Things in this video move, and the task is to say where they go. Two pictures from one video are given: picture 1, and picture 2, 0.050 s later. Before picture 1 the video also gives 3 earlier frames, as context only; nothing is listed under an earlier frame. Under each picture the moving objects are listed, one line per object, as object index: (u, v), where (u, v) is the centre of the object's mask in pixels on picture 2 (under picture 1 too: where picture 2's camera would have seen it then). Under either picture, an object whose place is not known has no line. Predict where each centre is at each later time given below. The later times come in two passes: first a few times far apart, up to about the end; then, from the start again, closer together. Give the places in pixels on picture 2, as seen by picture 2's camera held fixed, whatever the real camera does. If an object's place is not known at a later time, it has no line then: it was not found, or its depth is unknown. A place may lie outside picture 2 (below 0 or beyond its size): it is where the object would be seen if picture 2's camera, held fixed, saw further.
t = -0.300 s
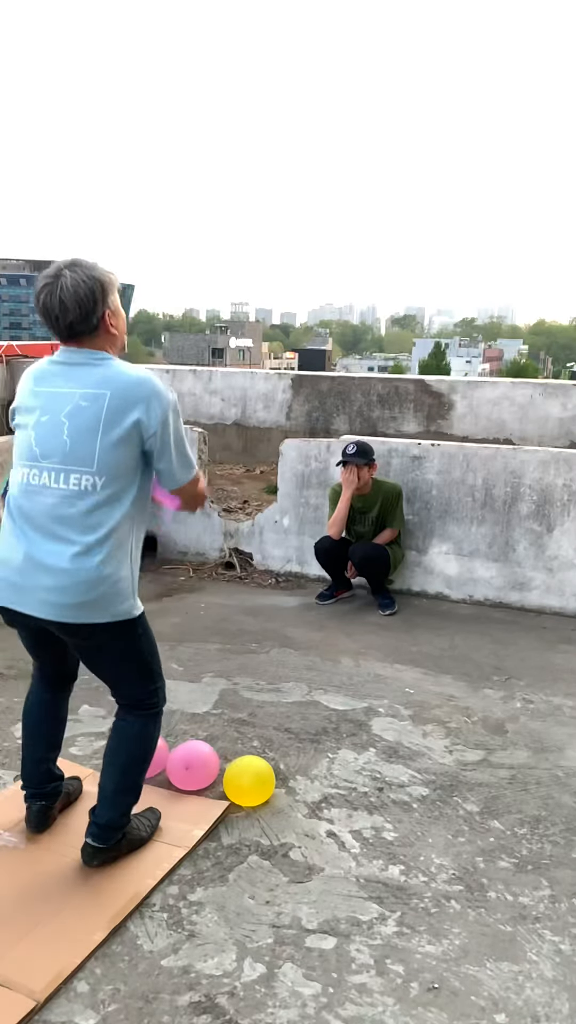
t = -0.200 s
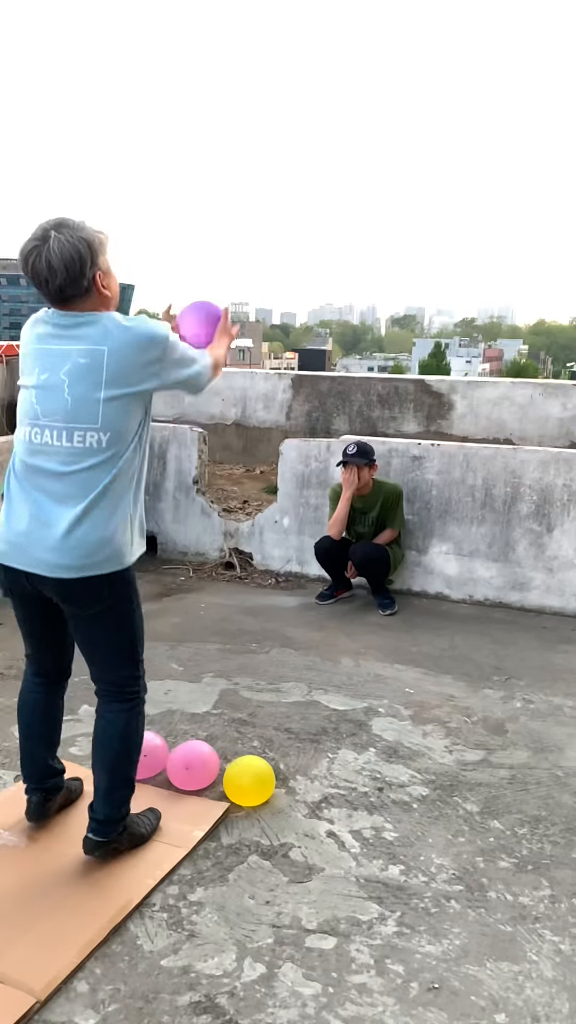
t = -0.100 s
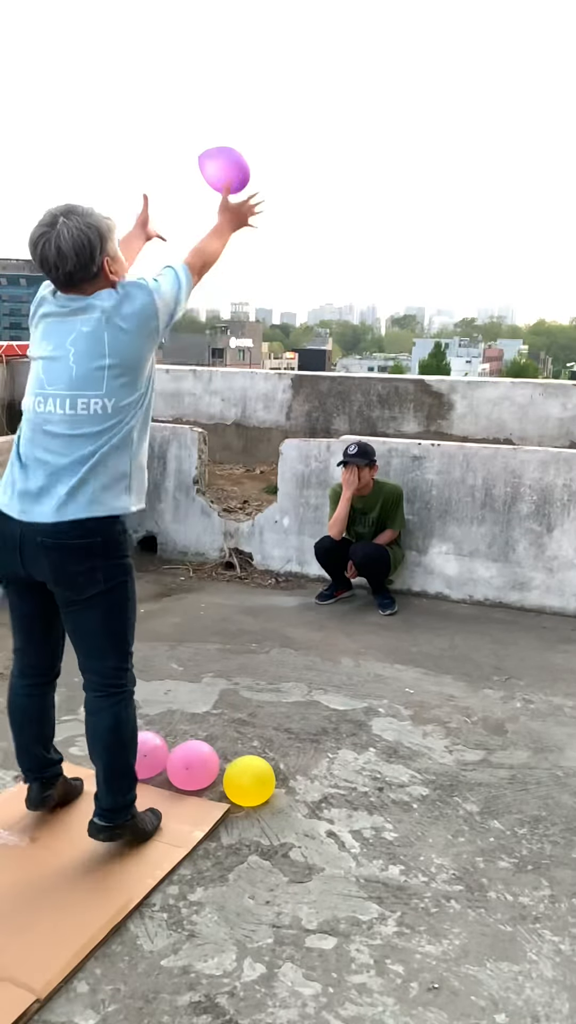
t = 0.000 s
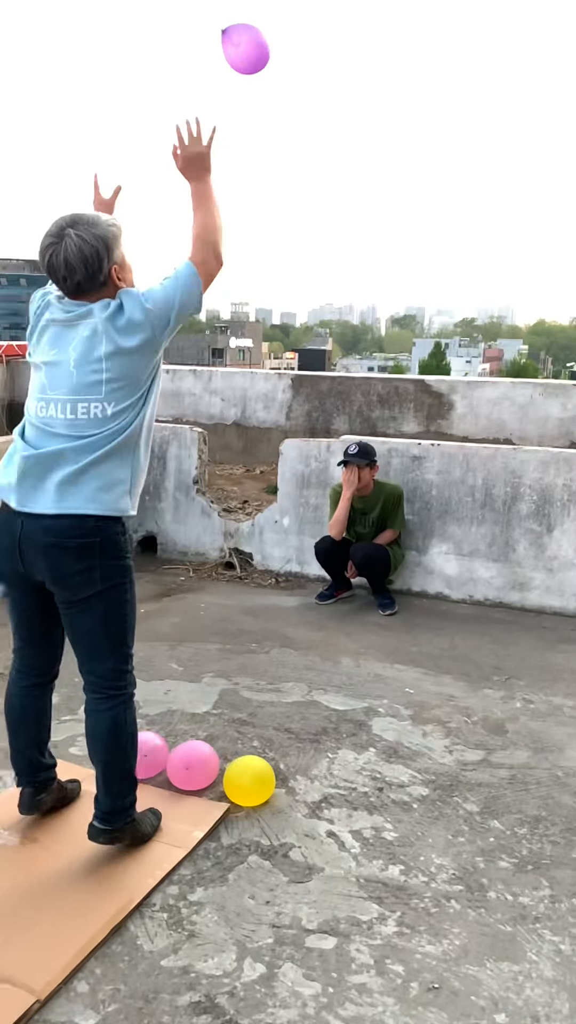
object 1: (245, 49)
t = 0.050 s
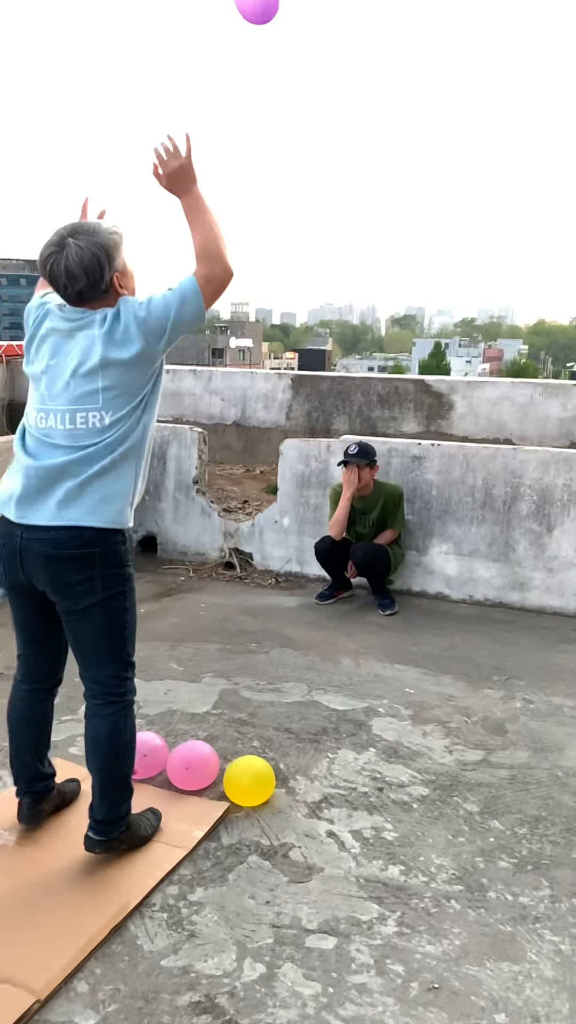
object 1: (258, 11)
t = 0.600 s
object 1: (336, 14)
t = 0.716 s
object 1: (347, 116)
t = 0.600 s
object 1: (336, 14)
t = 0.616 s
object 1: (337, 22)
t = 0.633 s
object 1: (339, 36)
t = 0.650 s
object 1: (341, 53)
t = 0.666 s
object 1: (342, 65)
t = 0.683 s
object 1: (344, 84)
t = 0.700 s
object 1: (345, 95)
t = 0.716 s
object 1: (347, 116)
